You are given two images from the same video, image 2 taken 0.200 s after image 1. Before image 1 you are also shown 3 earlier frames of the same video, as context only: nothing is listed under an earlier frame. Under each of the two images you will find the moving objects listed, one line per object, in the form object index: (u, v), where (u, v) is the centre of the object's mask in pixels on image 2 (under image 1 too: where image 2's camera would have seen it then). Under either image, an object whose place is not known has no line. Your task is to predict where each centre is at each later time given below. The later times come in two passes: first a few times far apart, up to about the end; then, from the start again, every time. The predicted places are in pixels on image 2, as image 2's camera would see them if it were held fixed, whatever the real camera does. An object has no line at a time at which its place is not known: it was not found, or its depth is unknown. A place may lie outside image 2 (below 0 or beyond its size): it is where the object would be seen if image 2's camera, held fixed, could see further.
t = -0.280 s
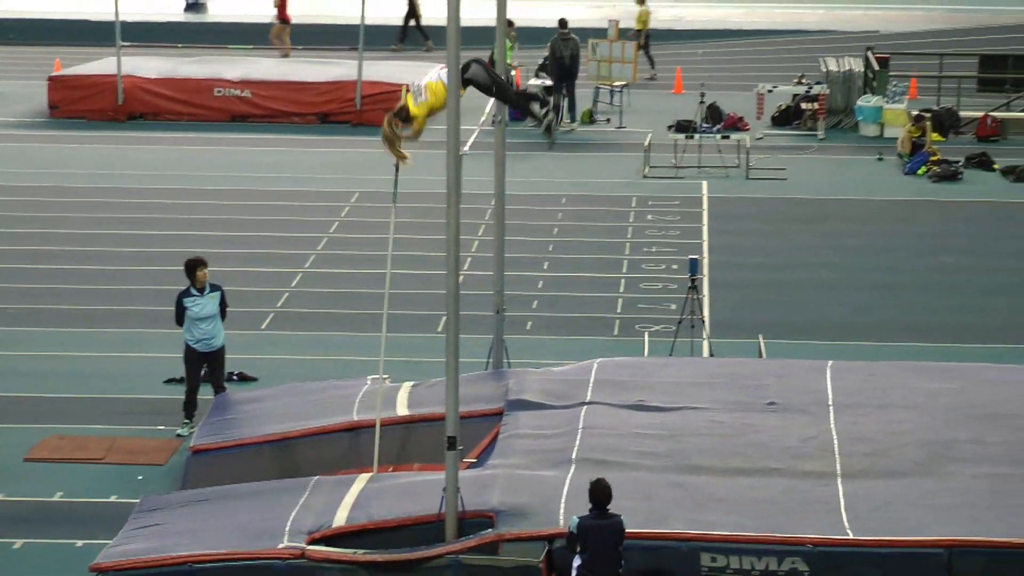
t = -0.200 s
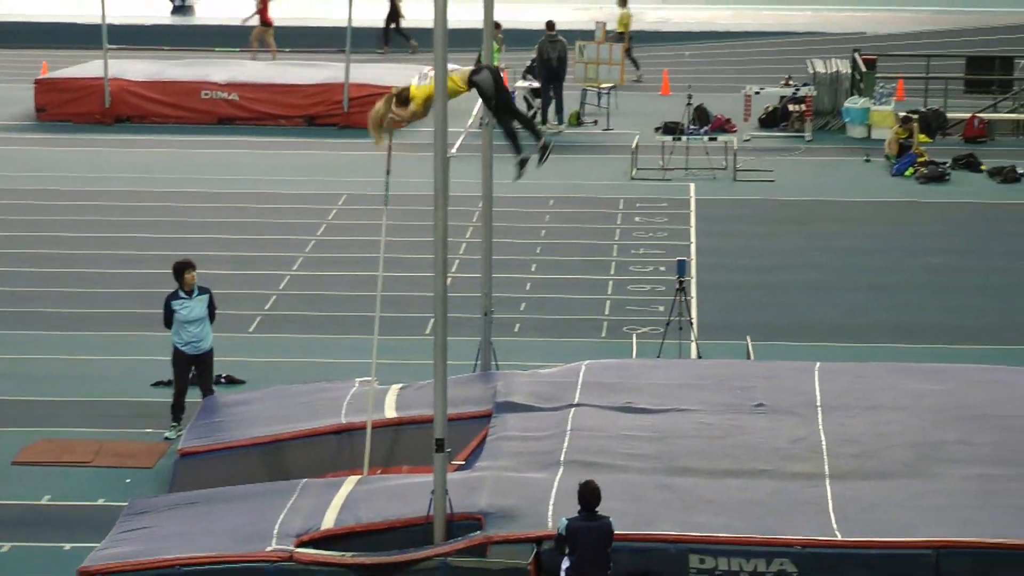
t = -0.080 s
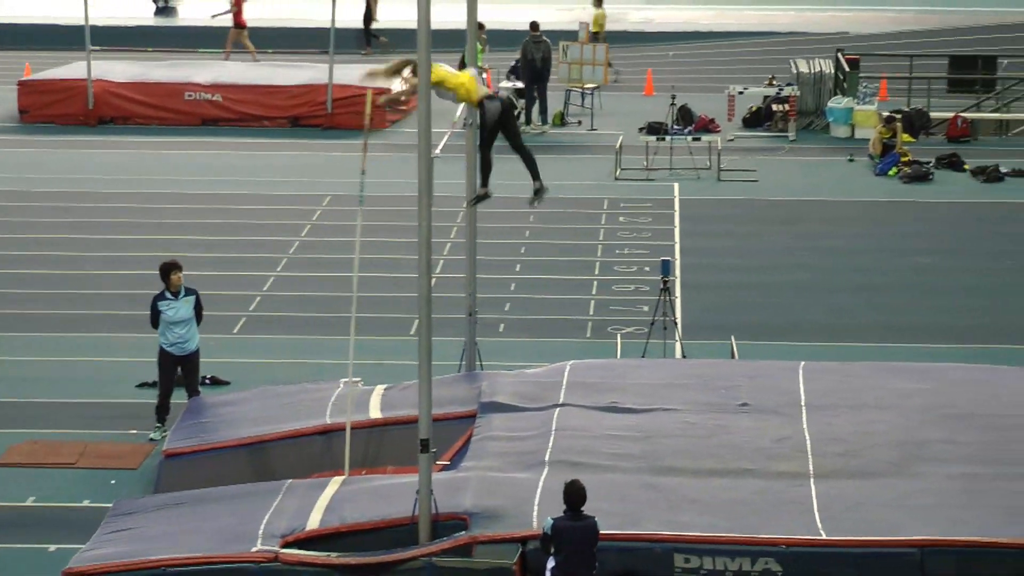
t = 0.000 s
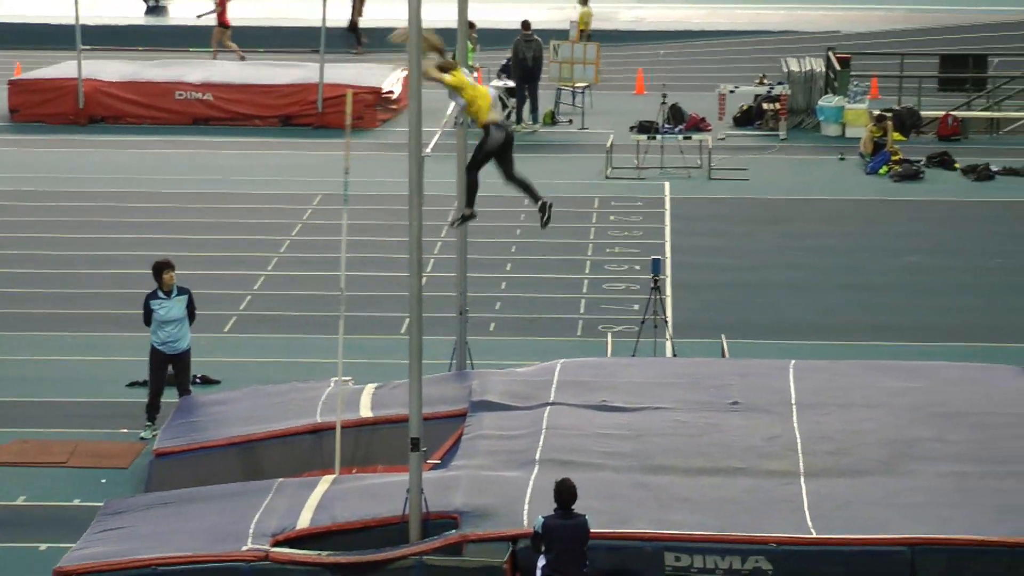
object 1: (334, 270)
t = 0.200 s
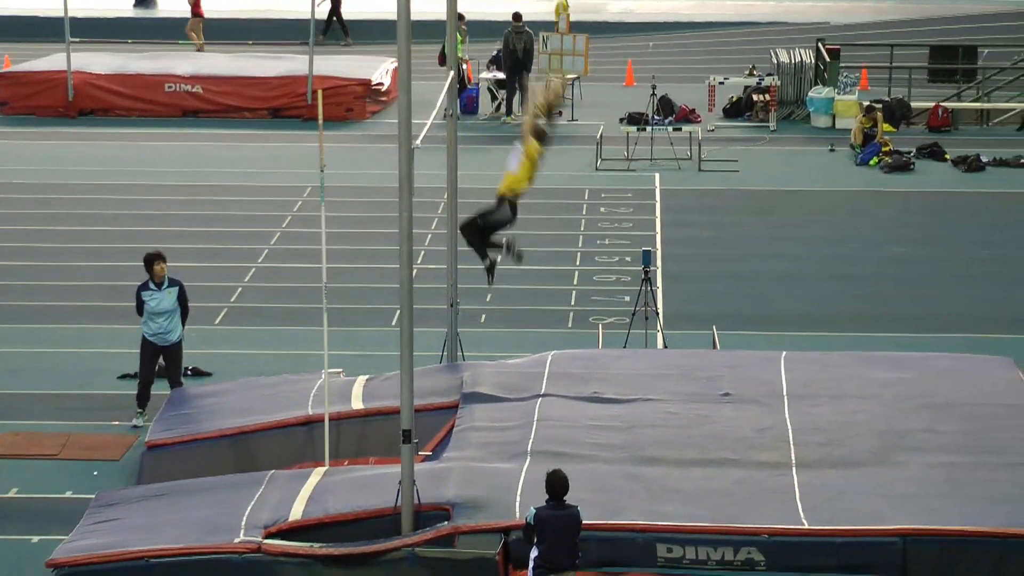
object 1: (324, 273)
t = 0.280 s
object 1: (320, 281)
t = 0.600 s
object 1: (306, 314)
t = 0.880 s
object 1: (298, 374)
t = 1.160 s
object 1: (296, 384)
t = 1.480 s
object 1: (293, 408)
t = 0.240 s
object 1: (322, 276)
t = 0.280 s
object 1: (320, 281)
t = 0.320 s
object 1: (318, 282)
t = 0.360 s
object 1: (317, 282)
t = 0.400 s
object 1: (315, 287)
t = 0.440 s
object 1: (313, 292)
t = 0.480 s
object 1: (311, 298)
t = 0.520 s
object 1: (310, 302)
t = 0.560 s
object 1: (308, 308)
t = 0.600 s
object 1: (306, 314)
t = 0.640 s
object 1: (304, 321)
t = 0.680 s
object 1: (301, 327)
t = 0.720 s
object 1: (301, 343)
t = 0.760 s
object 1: (300, 348)
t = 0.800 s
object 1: (299, 356)
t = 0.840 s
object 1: (299, 365)
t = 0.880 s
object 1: (298, 374)
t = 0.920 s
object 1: (298, 386)
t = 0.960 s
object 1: (298, 398)
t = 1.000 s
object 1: (300, 407)
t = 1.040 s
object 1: (299, 400)
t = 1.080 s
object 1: (299, 393)
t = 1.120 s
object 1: (297, 386)
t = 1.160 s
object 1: (296, 384)
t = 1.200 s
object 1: (295, 381)
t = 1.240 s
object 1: (296, 383)
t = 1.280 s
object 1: (295, 385)
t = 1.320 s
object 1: (295, 389)
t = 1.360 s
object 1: (295, 394)
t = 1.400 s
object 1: (293, 401)
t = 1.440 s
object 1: (296, 411)
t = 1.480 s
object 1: (293, 408)
